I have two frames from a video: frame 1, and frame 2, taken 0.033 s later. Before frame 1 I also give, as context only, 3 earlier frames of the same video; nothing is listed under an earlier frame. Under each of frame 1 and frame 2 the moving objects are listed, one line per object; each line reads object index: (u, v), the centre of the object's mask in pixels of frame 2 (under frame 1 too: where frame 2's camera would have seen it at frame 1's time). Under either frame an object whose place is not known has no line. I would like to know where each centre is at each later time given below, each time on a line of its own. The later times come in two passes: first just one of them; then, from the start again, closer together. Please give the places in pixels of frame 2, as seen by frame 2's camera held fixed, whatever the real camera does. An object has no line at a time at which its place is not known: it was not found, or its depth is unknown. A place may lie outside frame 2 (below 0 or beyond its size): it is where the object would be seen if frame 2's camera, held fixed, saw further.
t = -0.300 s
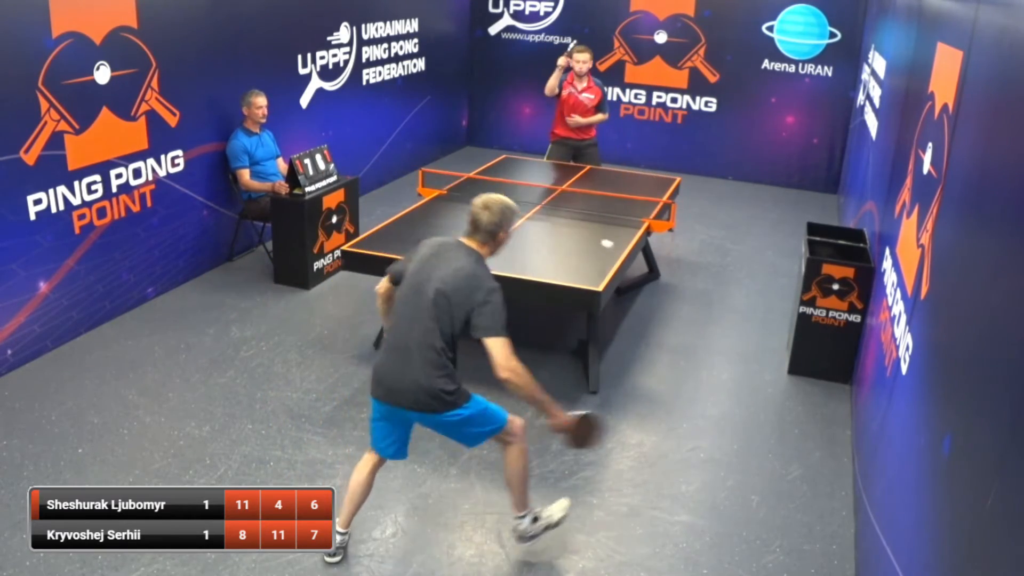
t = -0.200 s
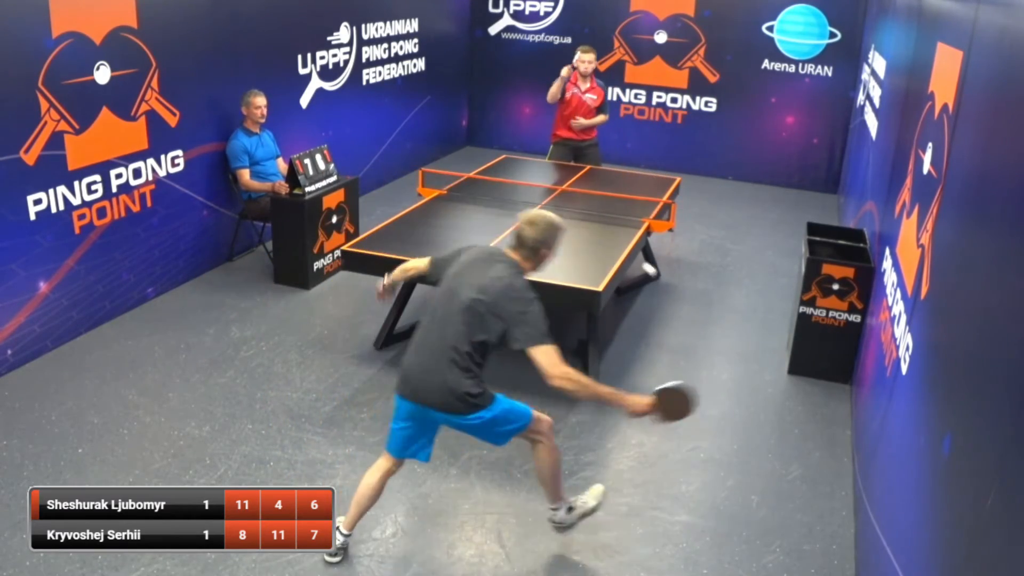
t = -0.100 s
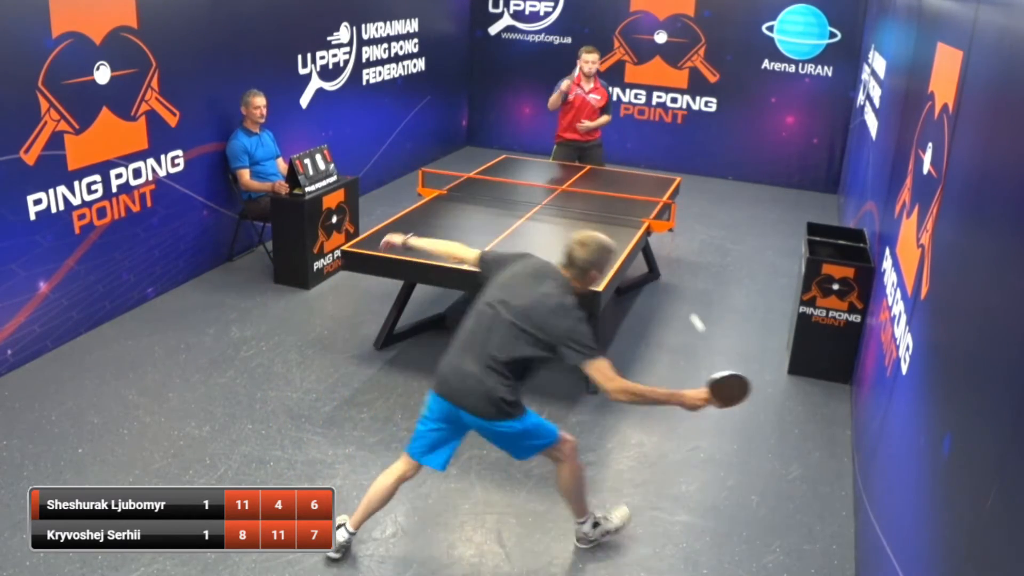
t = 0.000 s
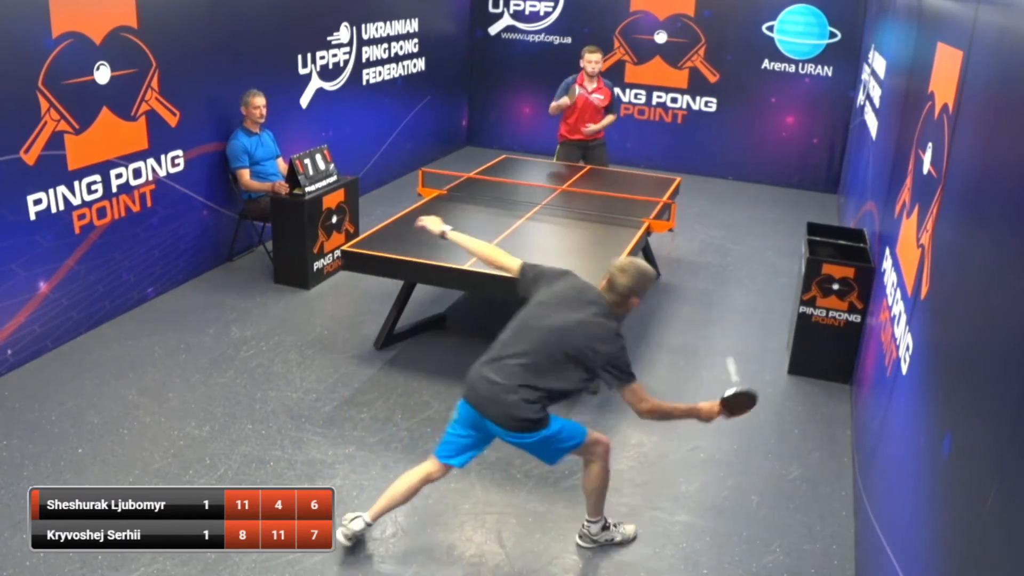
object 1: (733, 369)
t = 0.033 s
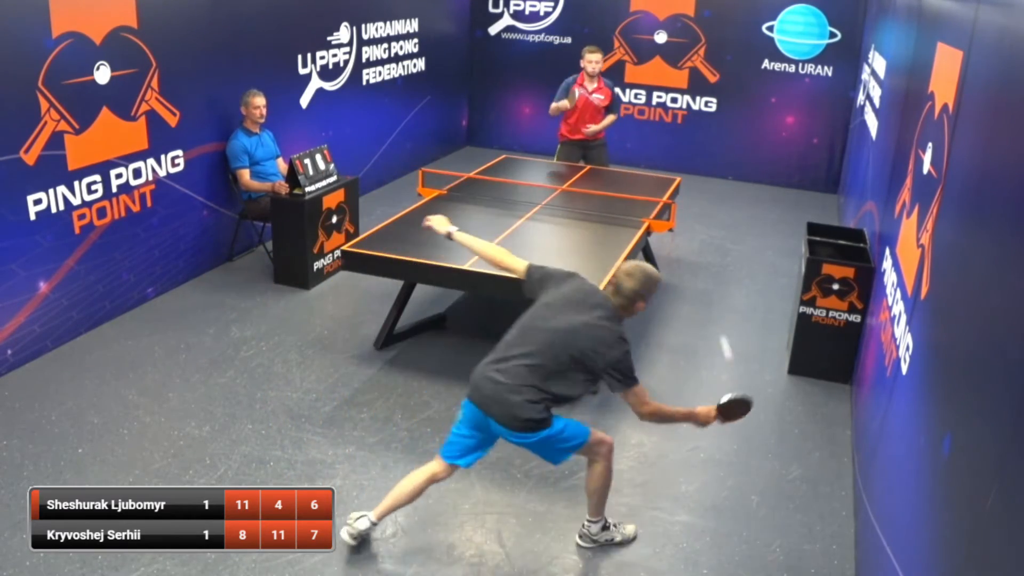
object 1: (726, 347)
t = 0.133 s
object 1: (699, 265)
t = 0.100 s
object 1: (704, 278)
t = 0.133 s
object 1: (699, 265)
